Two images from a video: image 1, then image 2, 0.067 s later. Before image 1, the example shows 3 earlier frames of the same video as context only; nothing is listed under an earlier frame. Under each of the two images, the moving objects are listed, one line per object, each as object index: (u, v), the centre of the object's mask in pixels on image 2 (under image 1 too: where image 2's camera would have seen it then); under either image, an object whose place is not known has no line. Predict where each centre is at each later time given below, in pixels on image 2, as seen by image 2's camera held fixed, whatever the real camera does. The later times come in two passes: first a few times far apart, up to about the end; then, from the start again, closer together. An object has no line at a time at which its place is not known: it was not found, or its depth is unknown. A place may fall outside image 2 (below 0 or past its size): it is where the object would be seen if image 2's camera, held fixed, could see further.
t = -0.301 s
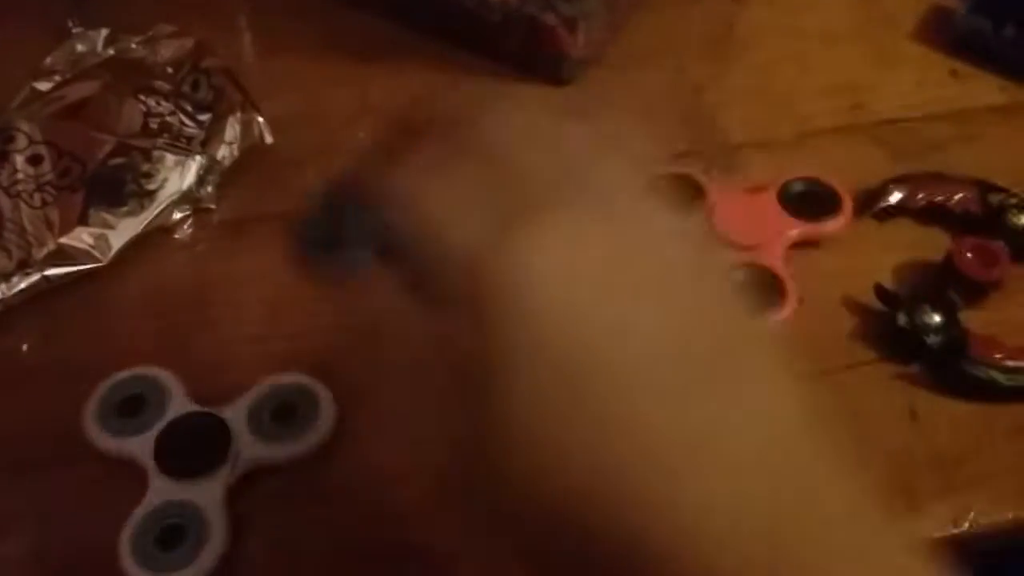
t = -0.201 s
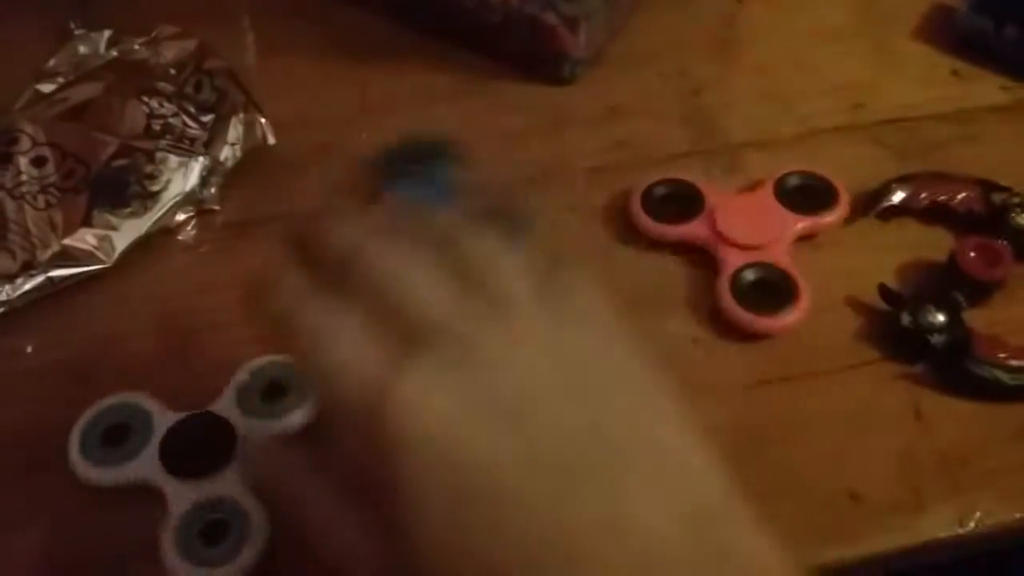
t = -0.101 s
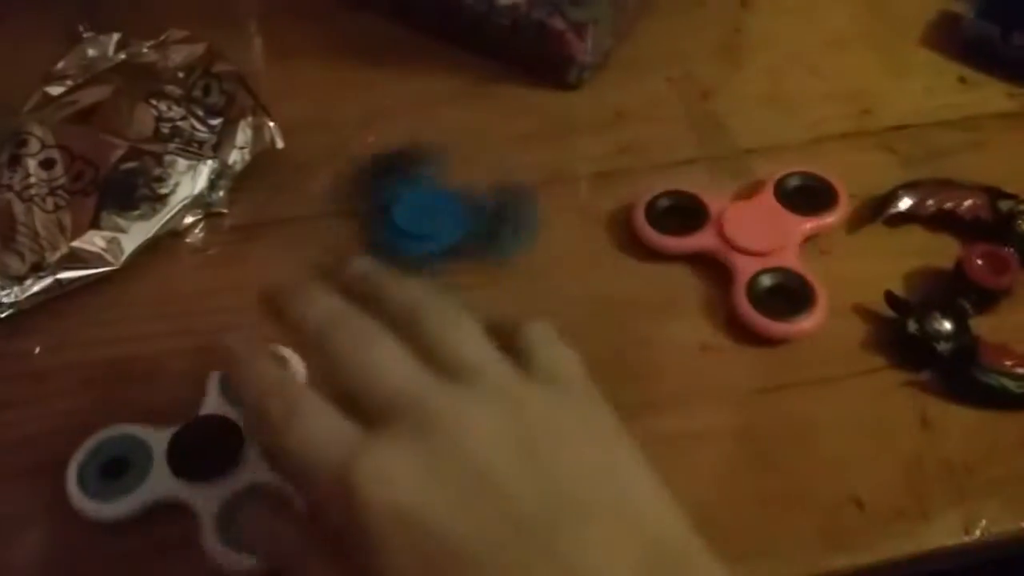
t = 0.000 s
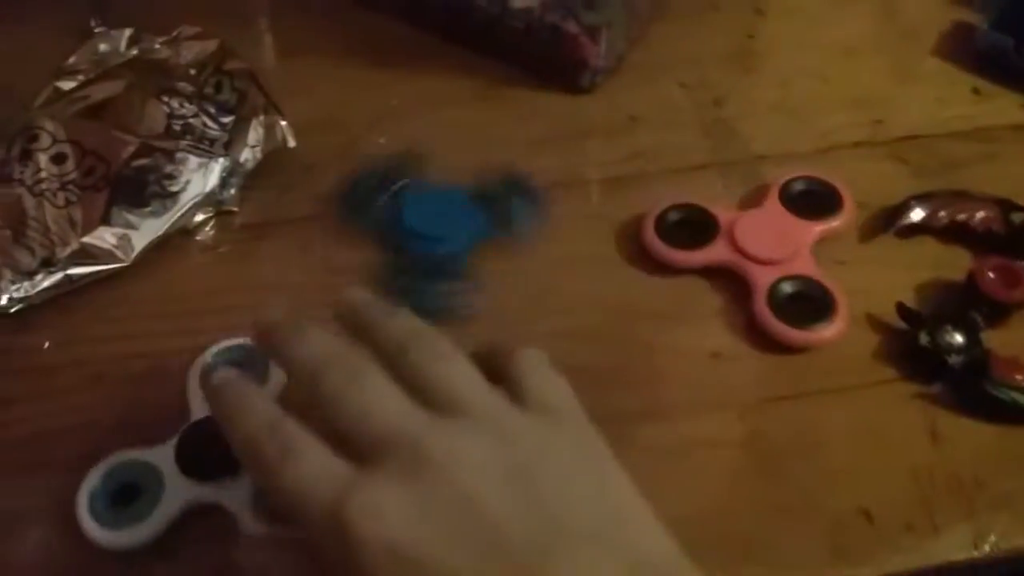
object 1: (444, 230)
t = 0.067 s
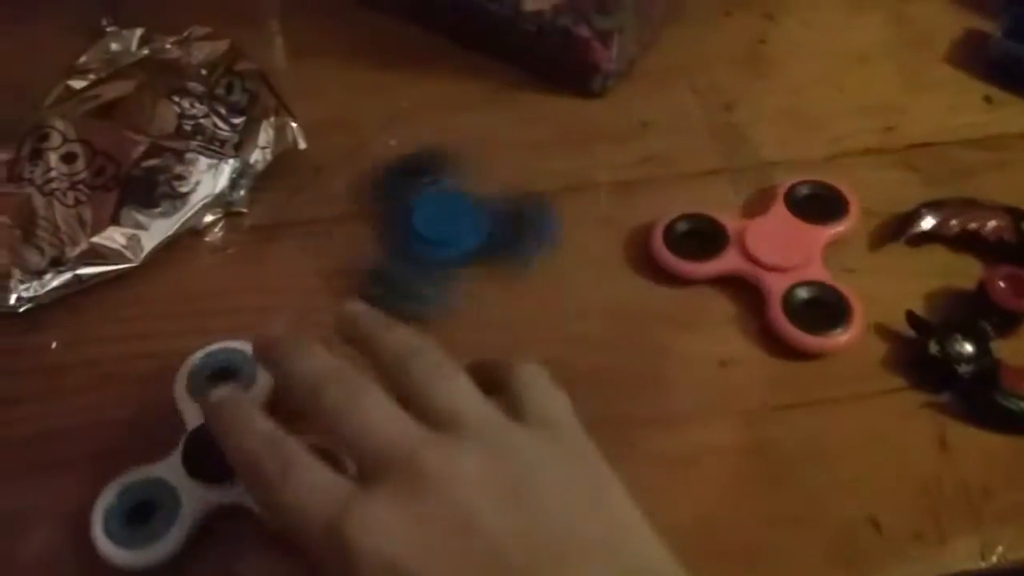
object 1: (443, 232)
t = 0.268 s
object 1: (442, 231)
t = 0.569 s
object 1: (441, 234)
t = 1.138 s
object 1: (440, 231)
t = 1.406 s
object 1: (443, 233)
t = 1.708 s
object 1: (441, 229)
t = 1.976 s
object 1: (442, 233)
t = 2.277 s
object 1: (439, 229)
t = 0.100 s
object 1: (444, 231)
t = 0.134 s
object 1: (439, 231)
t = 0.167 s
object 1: (441, 234)
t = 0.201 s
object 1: (443, 231)
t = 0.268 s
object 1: (442, 231)
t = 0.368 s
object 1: (440, 232)
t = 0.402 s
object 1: (441, 232)
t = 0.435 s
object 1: (442, 231)
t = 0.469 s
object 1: (442, 232)
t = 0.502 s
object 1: (442, 233)
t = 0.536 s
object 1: (443, 233)
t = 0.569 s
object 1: (441, 234)
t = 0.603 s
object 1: (441, 234)
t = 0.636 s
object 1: (440, 231)
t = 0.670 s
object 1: (440, 234)
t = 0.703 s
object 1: (441, 232)
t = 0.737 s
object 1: (442, 231)
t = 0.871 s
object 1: (450, 230)
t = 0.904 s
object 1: (443, 232)
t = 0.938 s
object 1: (443, 232)
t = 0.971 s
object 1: (439, 232)
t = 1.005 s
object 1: (442, 232)
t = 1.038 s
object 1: (444, 232)
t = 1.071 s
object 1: (437, 233)
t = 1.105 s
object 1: (445, 232)
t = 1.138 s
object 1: (440, 231)
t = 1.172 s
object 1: (441, 233)
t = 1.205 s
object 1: (442, 231)
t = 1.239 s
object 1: (437, 231)
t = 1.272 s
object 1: (442, 232)
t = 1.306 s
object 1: (442, 232)
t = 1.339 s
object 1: (442, 234)
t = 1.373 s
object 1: (444, 232)
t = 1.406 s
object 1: (443, 233)
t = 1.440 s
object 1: (442, 233)
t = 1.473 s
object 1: (442, 233)
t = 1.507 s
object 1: (444, 232)
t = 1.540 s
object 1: (443, 231)
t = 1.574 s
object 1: (442, 231)
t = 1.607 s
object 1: (442, 232)
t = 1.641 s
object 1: (440, 220)
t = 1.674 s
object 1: (445, 230)
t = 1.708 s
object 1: (441, 229)
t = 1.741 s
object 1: (441, 230)
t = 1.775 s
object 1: (442, 232)
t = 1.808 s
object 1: (443, 232)
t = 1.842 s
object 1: (438, 233)
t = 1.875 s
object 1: (441, 233)
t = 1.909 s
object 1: (439, 232)
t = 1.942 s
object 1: (441, 233)
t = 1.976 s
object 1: (442, 233)
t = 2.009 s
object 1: (442, 231)
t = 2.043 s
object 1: (443, 233)
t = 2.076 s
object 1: (444, 231)
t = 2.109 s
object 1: (443, 233)
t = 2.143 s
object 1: (443, 231)
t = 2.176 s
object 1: (444, 230)
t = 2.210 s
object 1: (442, 234)
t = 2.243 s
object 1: (445, 230)
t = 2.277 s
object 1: (439, 229)
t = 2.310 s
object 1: (440, 233)
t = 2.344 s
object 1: (441, 232)
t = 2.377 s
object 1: (438, 234)
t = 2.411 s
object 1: (447, 235)
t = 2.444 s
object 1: (440, 231)
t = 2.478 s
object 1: (440, 232)
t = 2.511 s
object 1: (443, 232)
